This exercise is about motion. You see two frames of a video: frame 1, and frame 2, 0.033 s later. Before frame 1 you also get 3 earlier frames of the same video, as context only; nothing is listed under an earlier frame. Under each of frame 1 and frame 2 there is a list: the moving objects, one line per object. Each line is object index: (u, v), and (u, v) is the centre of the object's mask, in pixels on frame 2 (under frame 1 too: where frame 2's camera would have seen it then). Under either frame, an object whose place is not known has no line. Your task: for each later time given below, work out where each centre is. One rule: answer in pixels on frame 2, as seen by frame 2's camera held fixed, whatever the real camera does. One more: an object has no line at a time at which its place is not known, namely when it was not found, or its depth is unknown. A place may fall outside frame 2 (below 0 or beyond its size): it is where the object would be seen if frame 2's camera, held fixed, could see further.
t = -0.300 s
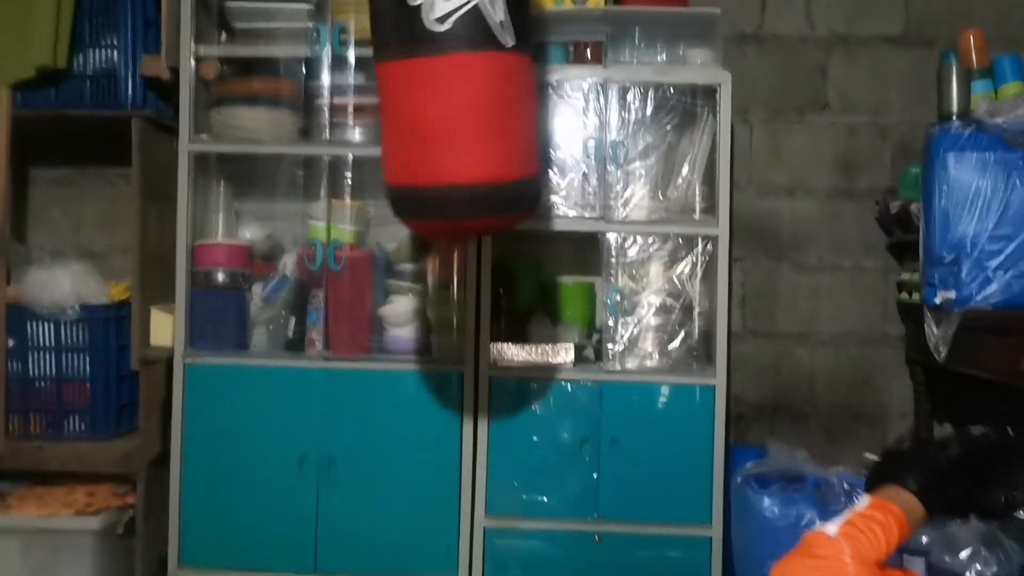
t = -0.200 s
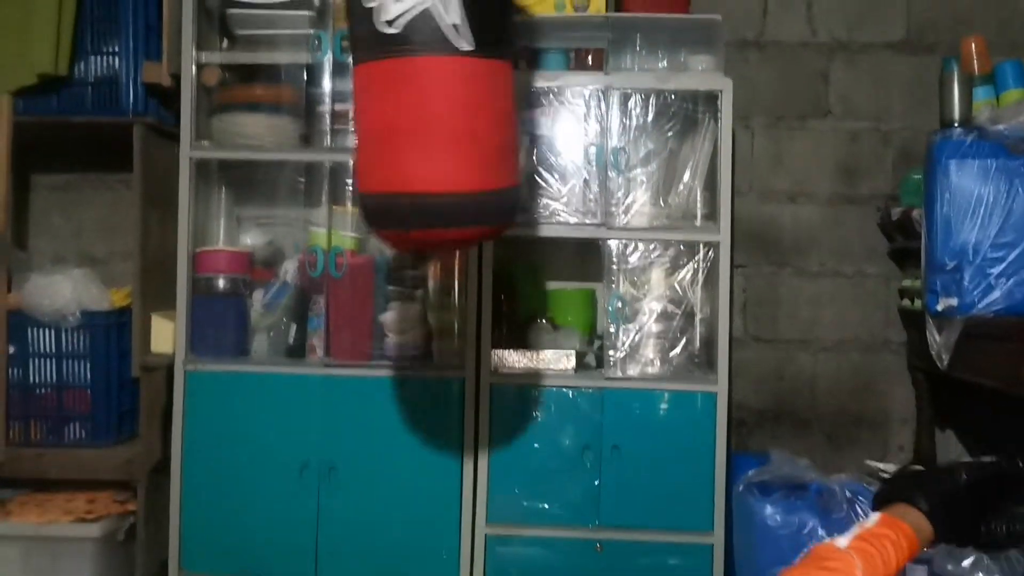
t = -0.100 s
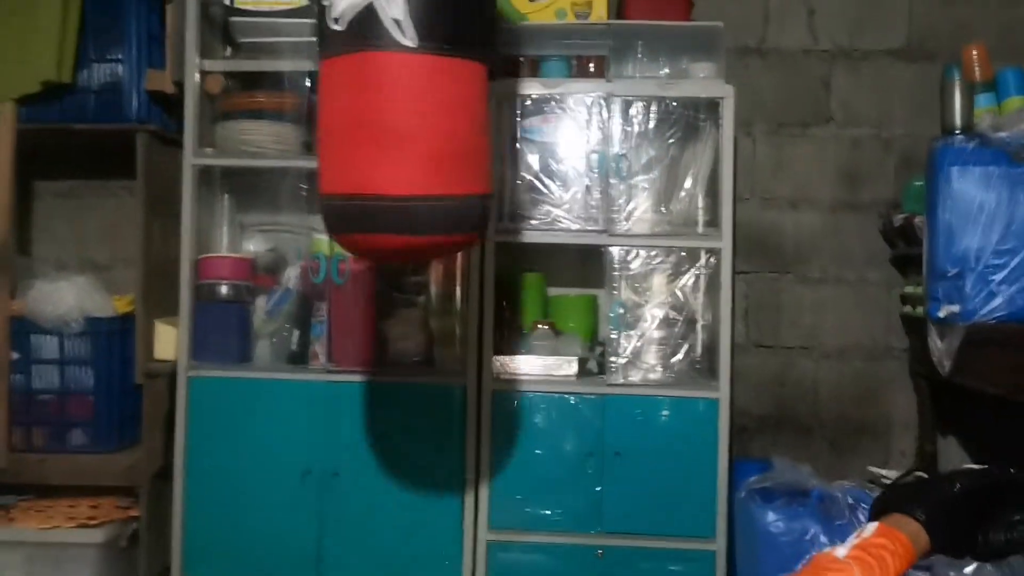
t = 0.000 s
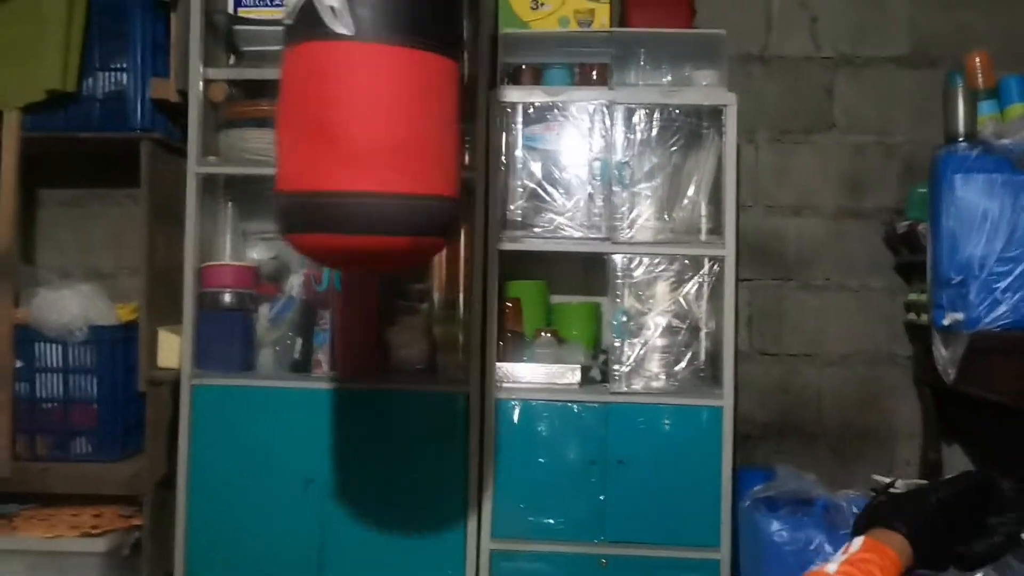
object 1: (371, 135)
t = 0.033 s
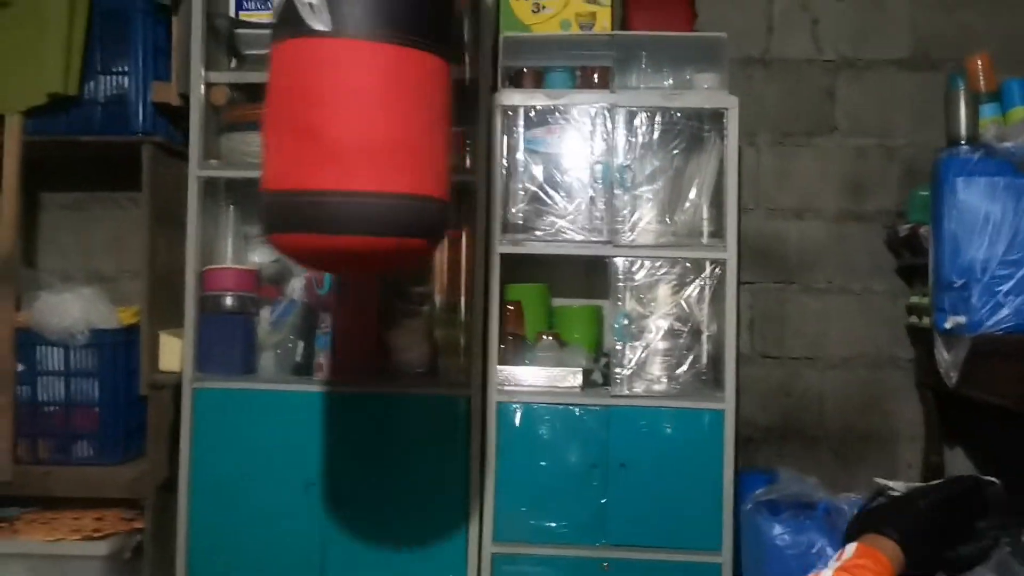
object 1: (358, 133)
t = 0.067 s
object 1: (344, 129)
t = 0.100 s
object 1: (331, 125)
